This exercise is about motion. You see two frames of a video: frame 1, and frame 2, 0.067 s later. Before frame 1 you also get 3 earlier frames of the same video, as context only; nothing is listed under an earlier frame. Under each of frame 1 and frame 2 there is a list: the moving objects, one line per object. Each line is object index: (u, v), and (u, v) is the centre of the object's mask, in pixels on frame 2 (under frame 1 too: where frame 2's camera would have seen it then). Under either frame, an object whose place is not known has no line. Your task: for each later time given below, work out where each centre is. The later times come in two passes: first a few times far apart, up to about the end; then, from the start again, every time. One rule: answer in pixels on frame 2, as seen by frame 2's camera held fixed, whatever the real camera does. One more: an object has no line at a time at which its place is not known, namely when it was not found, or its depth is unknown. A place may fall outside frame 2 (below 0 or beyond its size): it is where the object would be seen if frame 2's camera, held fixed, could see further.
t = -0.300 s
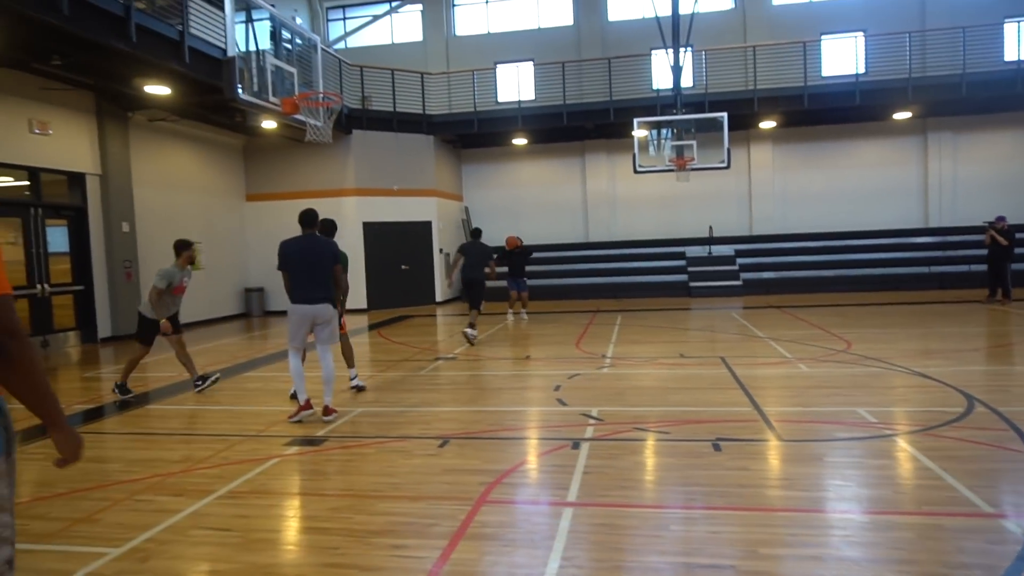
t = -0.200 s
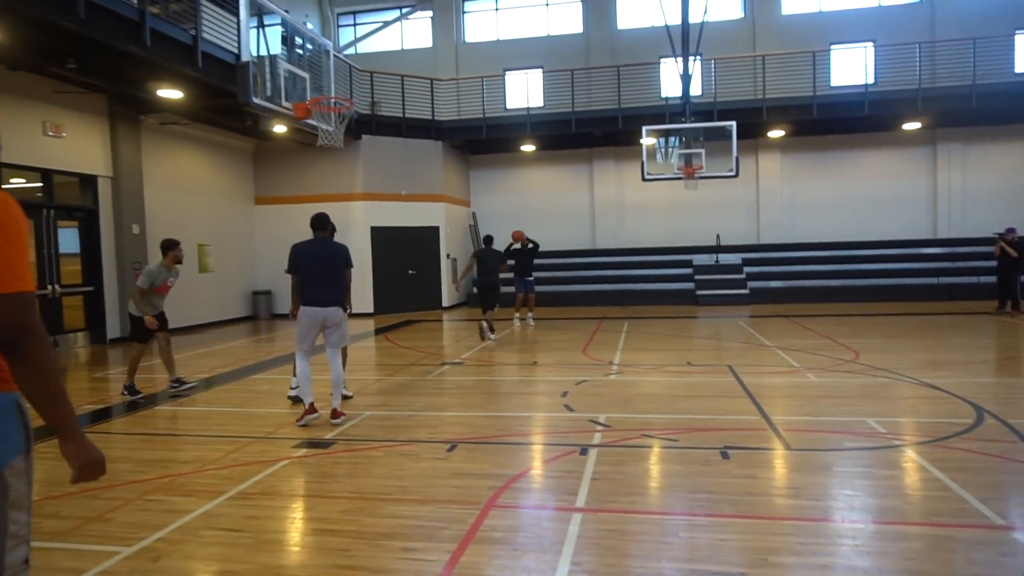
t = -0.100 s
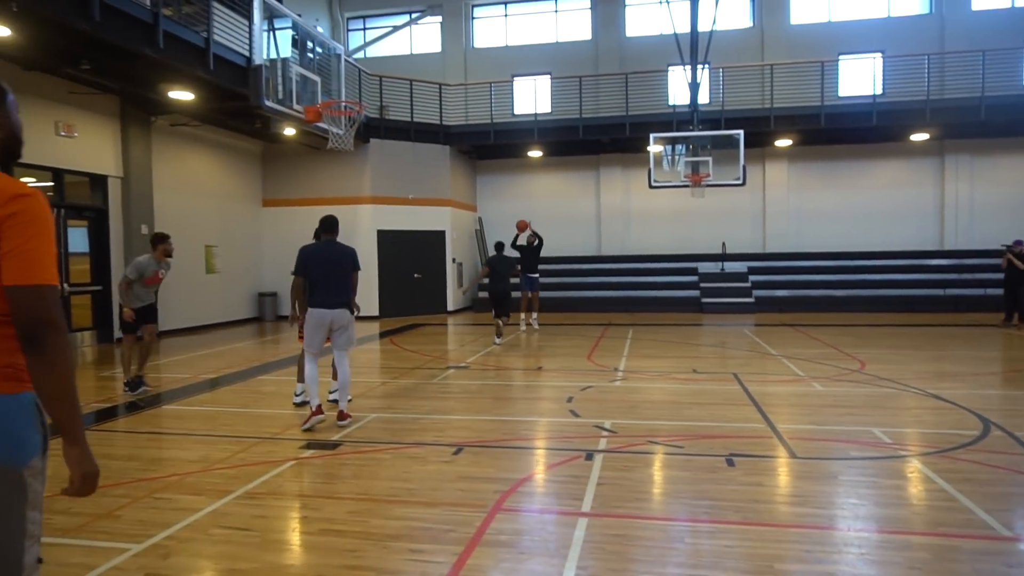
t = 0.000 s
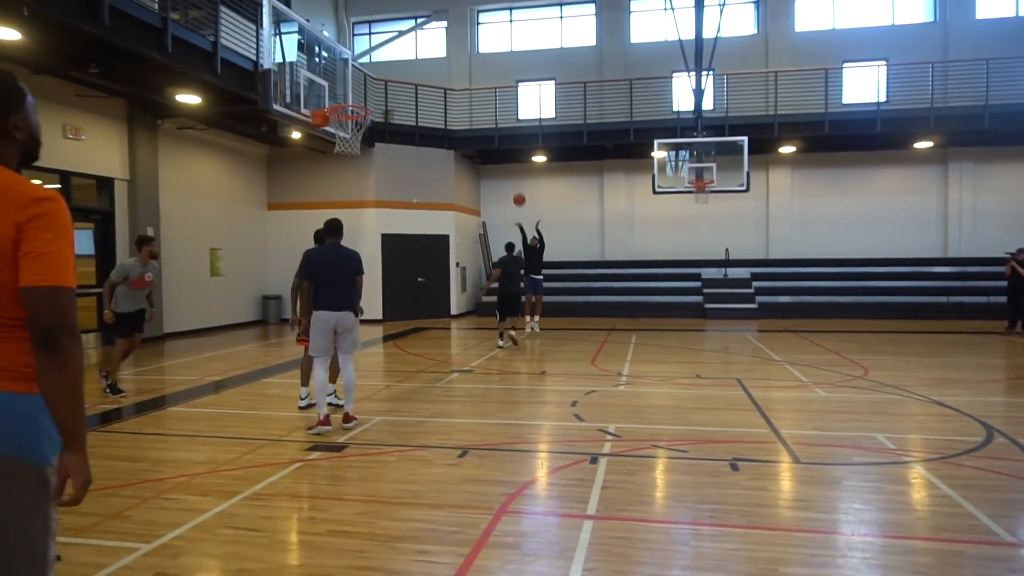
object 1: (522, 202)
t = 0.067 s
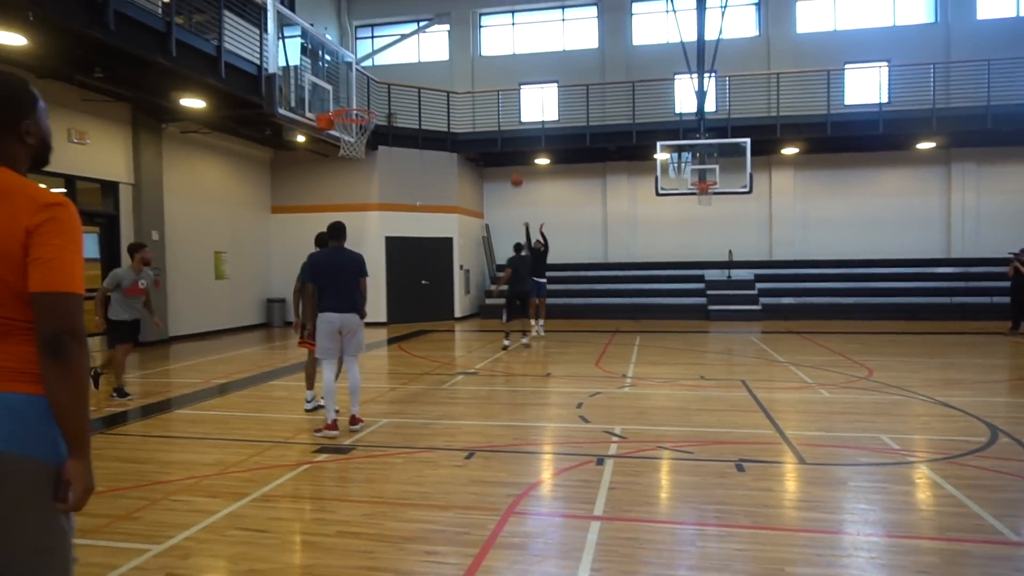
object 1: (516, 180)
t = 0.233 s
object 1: (501, 132)
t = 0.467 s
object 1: (475, 81)
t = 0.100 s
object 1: (514, 170)
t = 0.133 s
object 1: (511, 160)
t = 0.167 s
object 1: (507, 150)
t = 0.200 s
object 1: (504, 141)
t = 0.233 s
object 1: (501, 132)
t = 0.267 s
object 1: (497, 123)
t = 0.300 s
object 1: (494, 116)
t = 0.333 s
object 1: (490, 108)
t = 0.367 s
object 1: (486, 100)
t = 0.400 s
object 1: (482, 93)
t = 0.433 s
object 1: (478, 87)
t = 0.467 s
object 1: (475, 81)
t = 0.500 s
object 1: (471, 77)
